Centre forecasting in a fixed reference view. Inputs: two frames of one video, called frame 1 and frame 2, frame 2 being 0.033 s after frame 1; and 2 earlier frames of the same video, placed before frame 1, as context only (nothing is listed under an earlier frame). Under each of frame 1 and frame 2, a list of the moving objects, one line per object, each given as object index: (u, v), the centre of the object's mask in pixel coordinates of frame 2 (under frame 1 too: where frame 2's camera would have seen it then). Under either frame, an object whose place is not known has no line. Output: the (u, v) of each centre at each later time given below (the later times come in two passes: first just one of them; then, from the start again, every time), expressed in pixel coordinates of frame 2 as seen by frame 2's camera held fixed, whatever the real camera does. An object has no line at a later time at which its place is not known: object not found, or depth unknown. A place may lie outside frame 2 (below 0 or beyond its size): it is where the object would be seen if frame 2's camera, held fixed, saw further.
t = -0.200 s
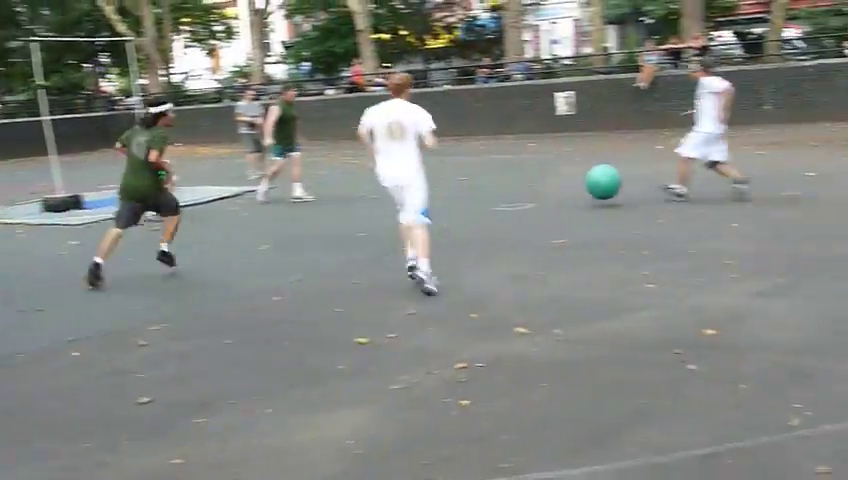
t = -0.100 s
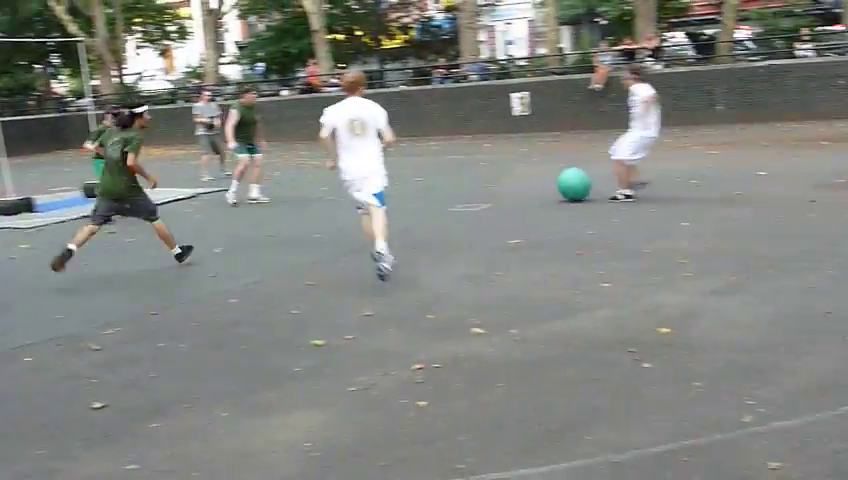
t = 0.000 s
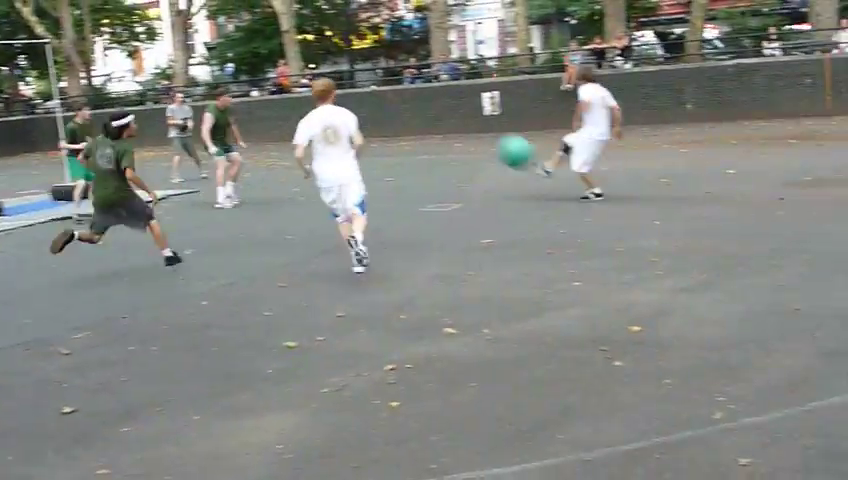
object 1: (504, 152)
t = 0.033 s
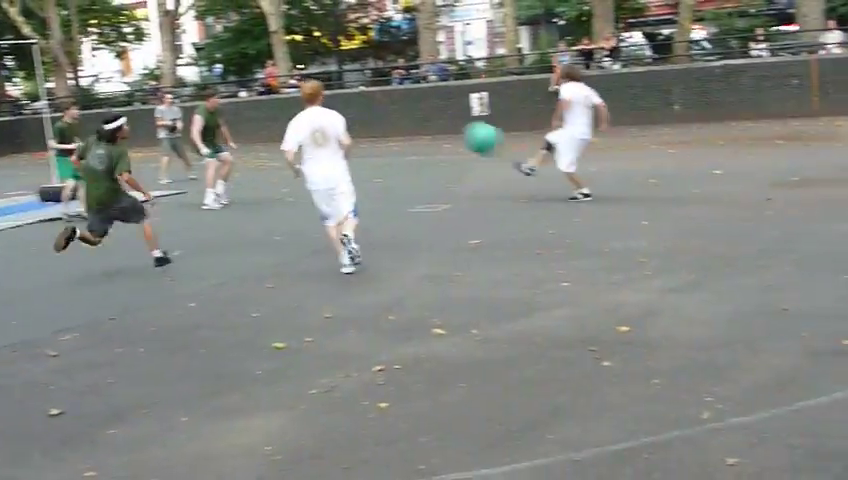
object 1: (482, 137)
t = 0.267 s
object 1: (350, 74)
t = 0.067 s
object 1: (461, 125)
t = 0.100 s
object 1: (441, 113)
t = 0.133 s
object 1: (422, 104)
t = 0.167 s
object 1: (402, 95)
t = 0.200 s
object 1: (385, 87)
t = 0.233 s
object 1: (368, 79)
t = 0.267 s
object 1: (350, 74)
